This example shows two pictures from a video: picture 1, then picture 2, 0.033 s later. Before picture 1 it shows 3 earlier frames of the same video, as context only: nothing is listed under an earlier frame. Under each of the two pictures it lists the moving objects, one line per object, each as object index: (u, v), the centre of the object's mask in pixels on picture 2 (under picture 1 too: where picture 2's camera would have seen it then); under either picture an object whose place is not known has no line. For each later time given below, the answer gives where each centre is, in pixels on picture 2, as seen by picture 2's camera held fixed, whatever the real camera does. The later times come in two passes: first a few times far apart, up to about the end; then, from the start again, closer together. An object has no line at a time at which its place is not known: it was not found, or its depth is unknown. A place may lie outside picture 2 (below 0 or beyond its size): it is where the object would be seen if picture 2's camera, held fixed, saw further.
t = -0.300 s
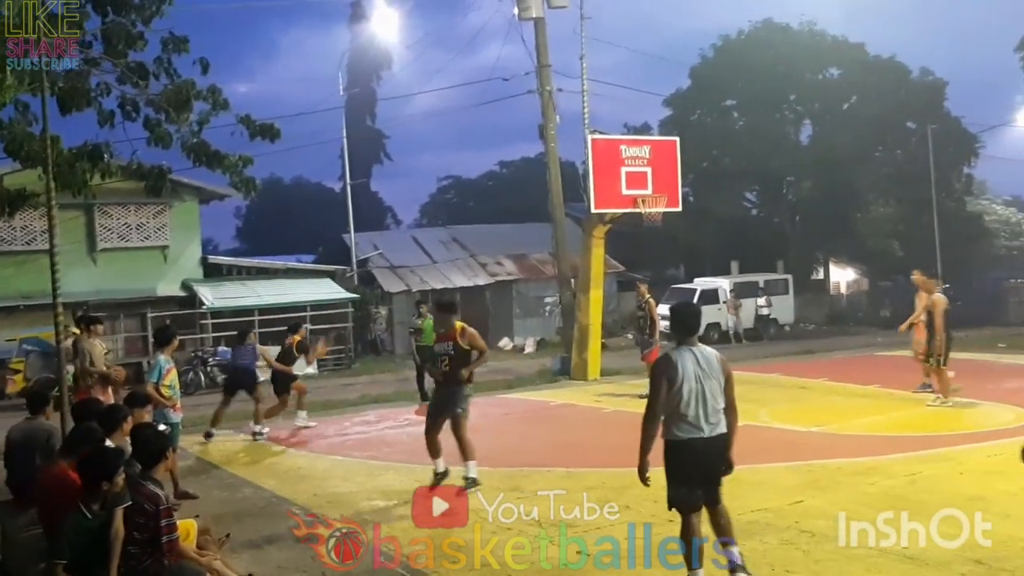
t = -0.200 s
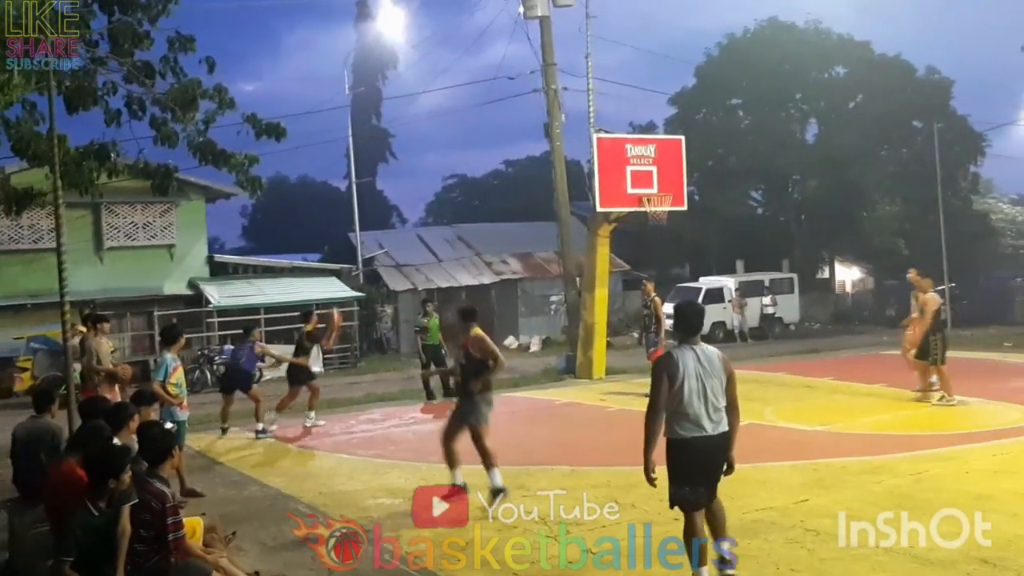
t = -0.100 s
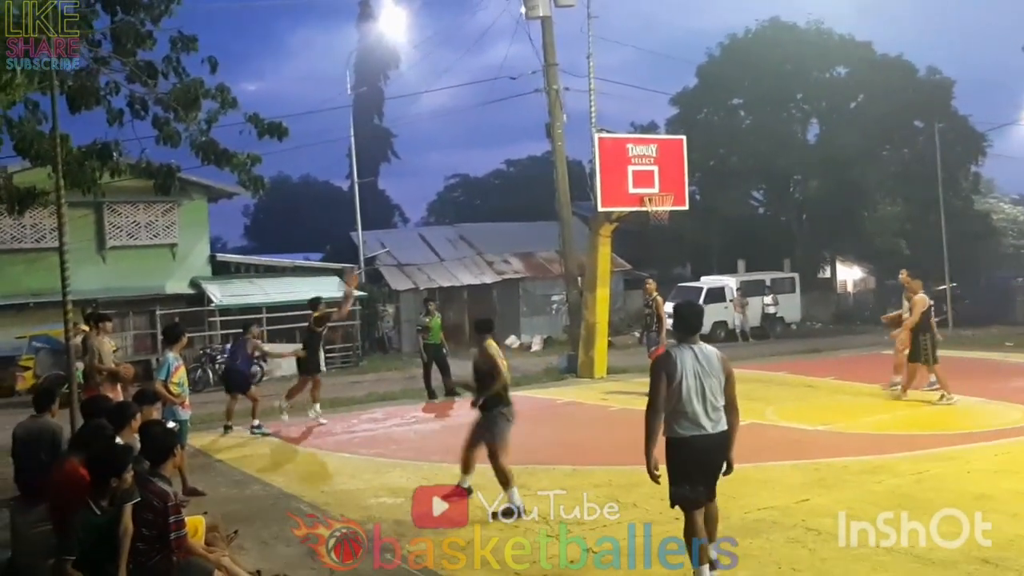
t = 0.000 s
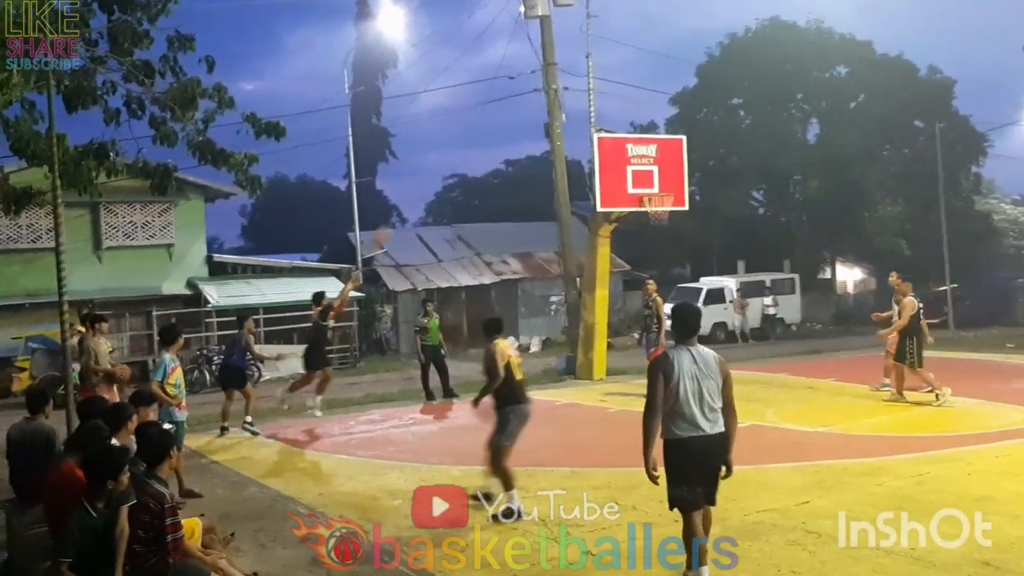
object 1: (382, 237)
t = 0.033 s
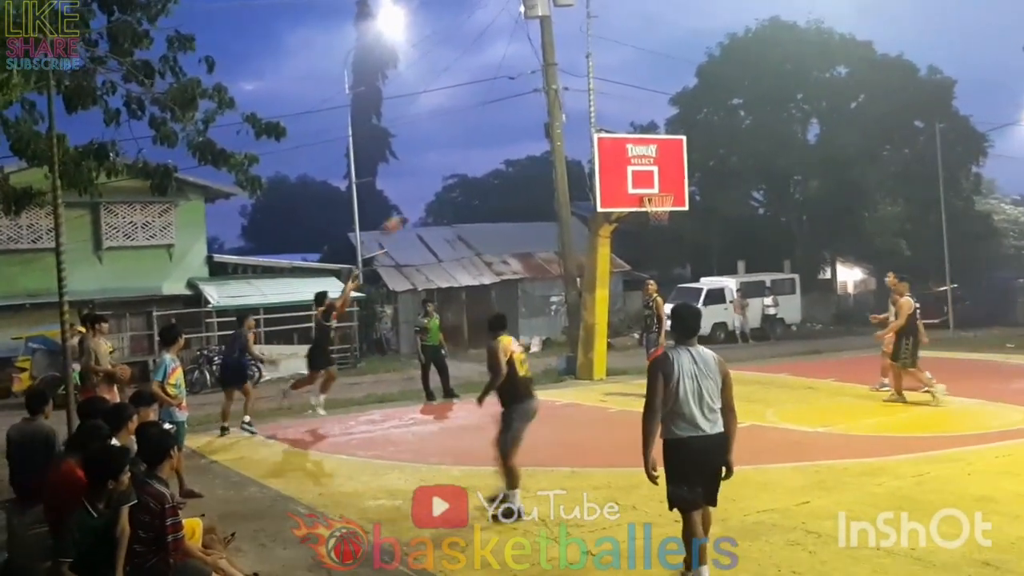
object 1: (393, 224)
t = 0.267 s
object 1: (465, 159)
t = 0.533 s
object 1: (544, 134)
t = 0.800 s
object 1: (618, 155)
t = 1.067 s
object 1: (677, 193)
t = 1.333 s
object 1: (734, 233)
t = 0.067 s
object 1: (403, 214)
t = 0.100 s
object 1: (413, 202)
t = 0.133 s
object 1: (424, 191)
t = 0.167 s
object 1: (435, 182)
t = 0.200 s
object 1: (444, 174)
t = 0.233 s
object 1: (455, 166)
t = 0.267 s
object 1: (465, 159)
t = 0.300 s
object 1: (475, 153)
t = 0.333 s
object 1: (486, 148)
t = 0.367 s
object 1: (495, 144)
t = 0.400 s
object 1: (505, 140)
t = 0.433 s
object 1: (515, 137)
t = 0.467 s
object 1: (525, 135)
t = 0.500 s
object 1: (534, 134)
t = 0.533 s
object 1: (544, 134)
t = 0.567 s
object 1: (553, 133)
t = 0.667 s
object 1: (581, 139)
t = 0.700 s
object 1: (588, 142)
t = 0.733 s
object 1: (599, 145)
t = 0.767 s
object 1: (609, 149)
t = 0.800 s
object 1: (618, 155)
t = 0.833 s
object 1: (625, 159)
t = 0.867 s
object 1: (635, 168)
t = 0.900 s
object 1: (643, 174)
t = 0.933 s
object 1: (650, 179)
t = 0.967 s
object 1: (660, 188)
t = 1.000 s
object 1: (666, 190)
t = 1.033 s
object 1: (672, 191)
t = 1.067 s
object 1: (677, 193)
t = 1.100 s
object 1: (684, 194)
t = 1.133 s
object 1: (692, 198)
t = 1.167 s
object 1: (697, 201)
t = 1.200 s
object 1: (705, 206)
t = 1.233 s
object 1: (712, 212)
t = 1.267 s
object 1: (719, 217)
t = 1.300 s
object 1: (726, 225)
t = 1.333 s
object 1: (734, 233)
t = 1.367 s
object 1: (741, 241)
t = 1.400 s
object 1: (748, 251)
